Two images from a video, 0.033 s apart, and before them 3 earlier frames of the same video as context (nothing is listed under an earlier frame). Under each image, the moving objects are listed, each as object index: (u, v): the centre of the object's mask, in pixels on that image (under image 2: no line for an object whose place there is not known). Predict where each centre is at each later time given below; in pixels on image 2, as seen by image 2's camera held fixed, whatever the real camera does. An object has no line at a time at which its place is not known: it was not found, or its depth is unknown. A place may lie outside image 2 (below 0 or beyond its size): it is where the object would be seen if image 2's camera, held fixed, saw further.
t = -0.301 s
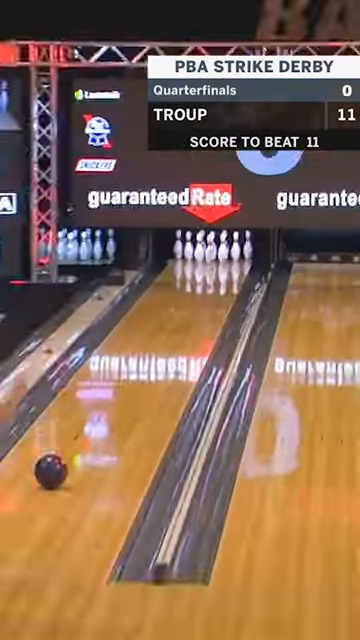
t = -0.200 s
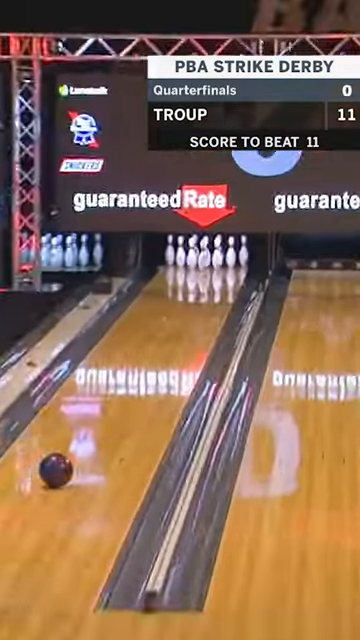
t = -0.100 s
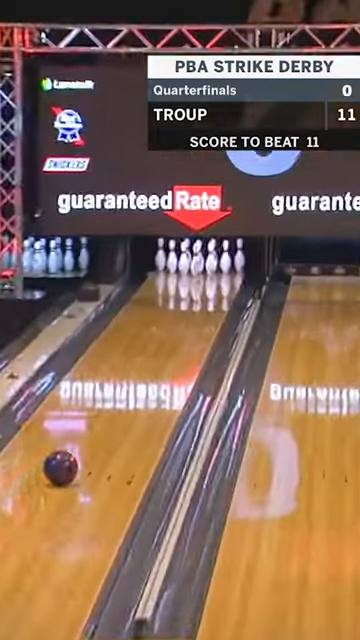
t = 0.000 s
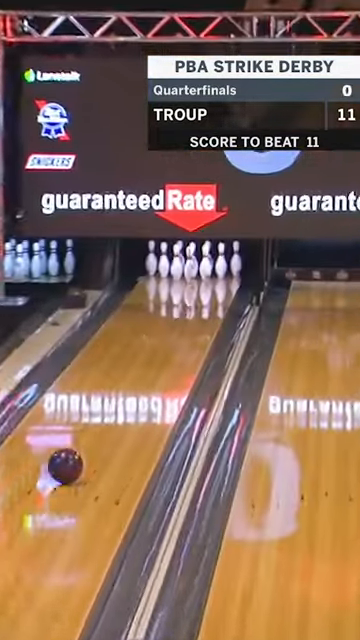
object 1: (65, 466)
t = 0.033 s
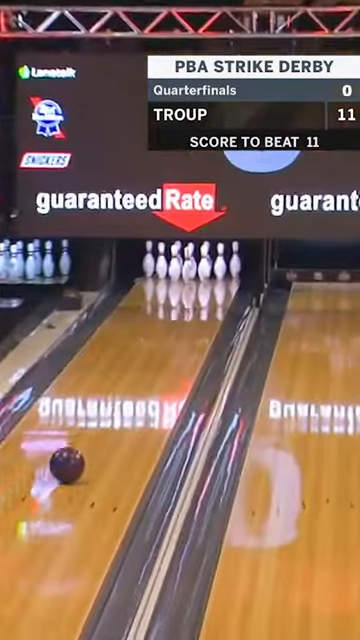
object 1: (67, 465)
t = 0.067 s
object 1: (74, 458)
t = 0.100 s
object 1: (80, 451)
